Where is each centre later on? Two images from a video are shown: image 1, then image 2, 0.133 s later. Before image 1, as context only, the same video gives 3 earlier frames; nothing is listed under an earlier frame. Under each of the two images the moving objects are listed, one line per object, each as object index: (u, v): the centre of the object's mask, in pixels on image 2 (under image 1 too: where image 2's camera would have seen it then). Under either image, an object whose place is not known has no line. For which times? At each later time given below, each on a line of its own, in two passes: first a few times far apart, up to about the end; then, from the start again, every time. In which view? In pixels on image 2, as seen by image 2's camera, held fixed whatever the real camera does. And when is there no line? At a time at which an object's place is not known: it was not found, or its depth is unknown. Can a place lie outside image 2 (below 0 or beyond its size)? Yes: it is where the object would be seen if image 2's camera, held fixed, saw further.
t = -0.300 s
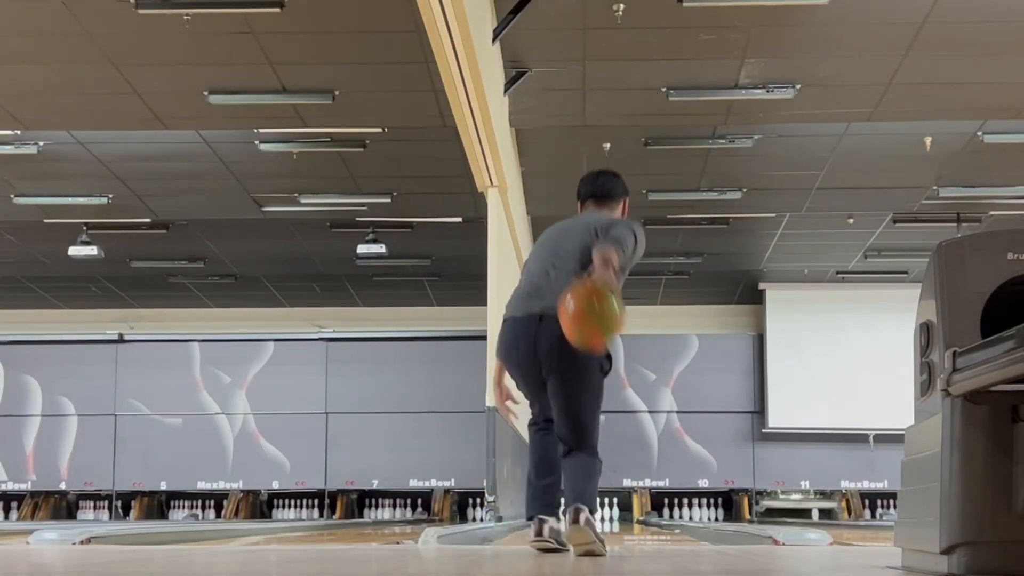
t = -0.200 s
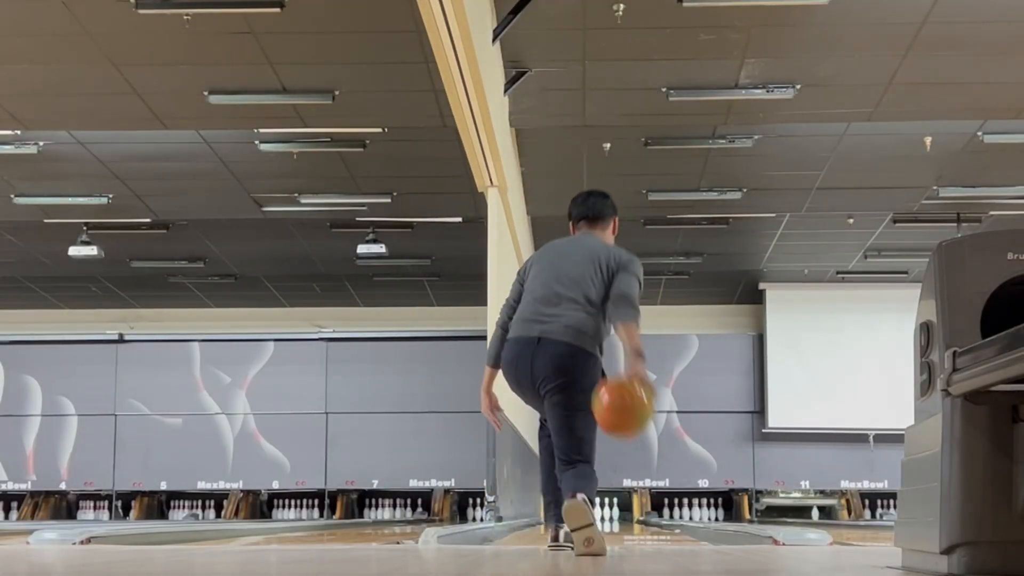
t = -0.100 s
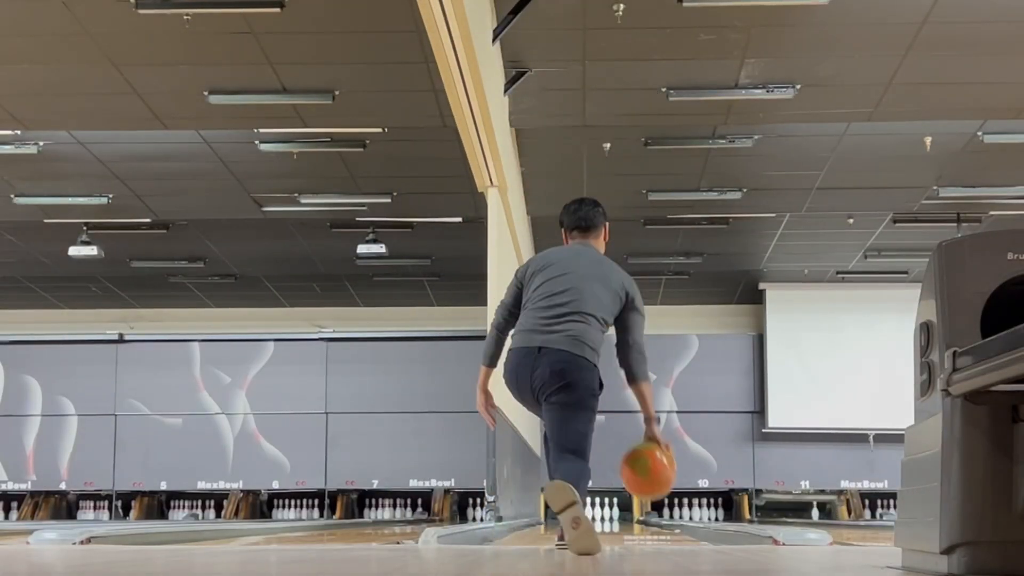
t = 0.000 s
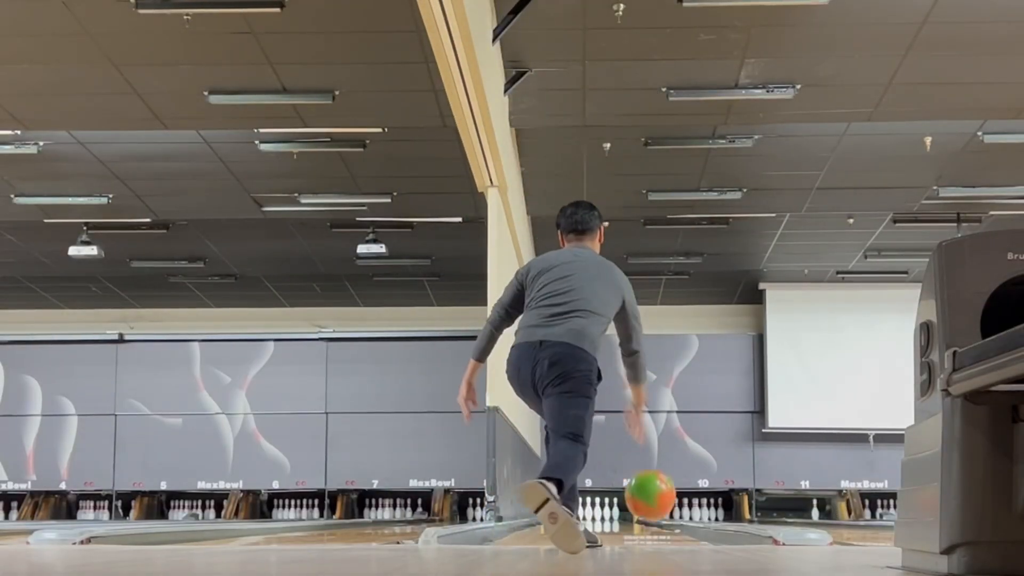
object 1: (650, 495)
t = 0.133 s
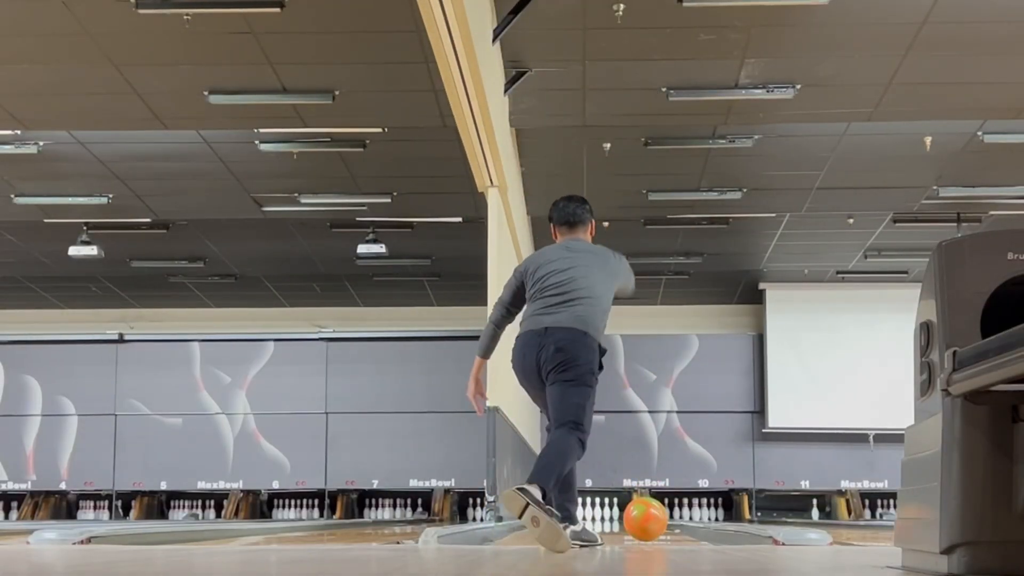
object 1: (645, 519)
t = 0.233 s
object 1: (642, 519)
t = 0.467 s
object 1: (636, 516)
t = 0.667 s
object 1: (631, 516)
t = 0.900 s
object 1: (627, 516)
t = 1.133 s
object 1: (624, 515)
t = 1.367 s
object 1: (621, 515)
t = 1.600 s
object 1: (617, 515)
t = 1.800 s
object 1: (614, 515)
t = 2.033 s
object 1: (611, 514)
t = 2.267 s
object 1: (606, 515)
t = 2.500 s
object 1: (602, 514)
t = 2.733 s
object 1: (597, 514)
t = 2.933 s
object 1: (596, 514)
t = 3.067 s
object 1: (598, 514)
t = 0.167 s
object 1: (644, 519)
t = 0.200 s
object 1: (643, 519)
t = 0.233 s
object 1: (642, 519)
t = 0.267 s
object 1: (641, 519)
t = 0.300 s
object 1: (640, 518)
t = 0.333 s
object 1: (639, 517)
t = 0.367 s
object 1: (638, 517)
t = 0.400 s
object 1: (637, 517)
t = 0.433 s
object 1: (636, 516)
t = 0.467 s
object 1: (636, 516)
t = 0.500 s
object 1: (635, 516)
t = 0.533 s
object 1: (634, 516)
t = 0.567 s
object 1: (633, 515)
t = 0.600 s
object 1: (633, 516)
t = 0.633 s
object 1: (632, 516)
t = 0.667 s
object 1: (631, 516)
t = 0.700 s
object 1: (631, 516)
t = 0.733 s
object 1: (630, 516)
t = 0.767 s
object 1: (630, 516)
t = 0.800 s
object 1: (629, 516)
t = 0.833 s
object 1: (628, 516)
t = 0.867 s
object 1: (628, 516)
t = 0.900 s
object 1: (627, 516)
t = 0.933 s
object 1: (626, 516)
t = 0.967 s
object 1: (626, 516)
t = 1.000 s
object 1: (626, 516)
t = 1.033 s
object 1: (625, 515)
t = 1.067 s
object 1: (625, 515)
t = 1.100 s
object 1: (625, 515)
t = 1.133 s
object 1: (624, 515)
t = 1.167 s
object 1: (624, 515)
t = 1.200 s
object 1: (624, 515)
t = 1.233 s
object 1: (623, 515)
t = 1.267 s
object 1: (622, 515)
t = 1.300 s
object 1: (622, 515)
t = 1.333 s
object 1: (621, 515)
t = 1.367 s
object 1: (621, 515)
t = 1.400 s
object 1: (620, 515)
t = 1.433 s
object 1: (620, 515)
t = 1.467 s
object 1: (619, 515)
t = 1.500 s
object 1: (618, 515)
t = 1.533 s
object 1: (618, 515)
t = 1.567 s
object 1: (618, 515)
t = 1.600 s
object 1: (617, 515)
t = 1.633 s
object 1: (617, 514)
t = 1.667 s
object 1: (616, 515)
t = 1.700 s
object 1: (615, 515)
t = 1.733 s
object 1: (615, 514)
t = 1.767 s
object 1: (614, 515)
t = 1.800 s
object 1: (614, 515)
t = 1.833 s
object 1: (613, 515)
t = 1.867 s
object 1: (613, 515)
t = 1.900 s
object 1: (612, 515)
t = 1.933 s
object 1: (612, 514)
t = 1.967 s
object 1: (611, 514)
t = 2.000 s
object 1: (611, 514)
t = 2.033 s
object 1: (611, 514)
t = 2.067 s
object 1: (610, 515)
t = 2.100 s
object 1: (609, 514)
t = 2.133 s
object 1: (609, 514)
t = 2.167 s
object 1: (608, 515)
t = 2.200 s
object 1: (608, 514)
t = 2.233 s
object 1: (607, 515)
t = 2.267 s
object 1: (606, 515)
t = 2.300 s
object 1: (606, 515)
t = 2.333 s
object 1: (605, 514)
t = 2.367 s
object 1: (605, 514)
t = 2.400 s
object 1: (604, 514)
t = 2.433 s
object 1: (604, 514)
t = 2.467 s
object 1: (603, 515)
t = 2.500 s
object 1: (602, 514)
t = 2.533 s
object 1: (601, 515)
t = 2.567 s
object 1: (600, 514)
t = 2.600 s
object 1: (600, 515)
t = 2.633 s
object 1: (599, 515)
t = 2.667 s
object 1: (599, 515)
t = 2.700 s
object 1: (598, 515)
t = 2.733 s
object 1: (597, 514)
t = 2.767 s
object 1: (595, 514)
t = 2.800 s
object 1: (595, 514)
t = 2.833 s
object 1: (595, 514)
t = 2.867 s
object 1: (595, 514)
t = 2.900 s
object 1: (596, 514)
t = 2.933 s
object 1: (596, 514)
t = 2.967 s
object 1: (596, 514)
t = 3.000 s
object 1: (596, 514)
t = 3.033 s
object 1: (597, 514)
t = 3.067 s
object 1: (598, 514)
